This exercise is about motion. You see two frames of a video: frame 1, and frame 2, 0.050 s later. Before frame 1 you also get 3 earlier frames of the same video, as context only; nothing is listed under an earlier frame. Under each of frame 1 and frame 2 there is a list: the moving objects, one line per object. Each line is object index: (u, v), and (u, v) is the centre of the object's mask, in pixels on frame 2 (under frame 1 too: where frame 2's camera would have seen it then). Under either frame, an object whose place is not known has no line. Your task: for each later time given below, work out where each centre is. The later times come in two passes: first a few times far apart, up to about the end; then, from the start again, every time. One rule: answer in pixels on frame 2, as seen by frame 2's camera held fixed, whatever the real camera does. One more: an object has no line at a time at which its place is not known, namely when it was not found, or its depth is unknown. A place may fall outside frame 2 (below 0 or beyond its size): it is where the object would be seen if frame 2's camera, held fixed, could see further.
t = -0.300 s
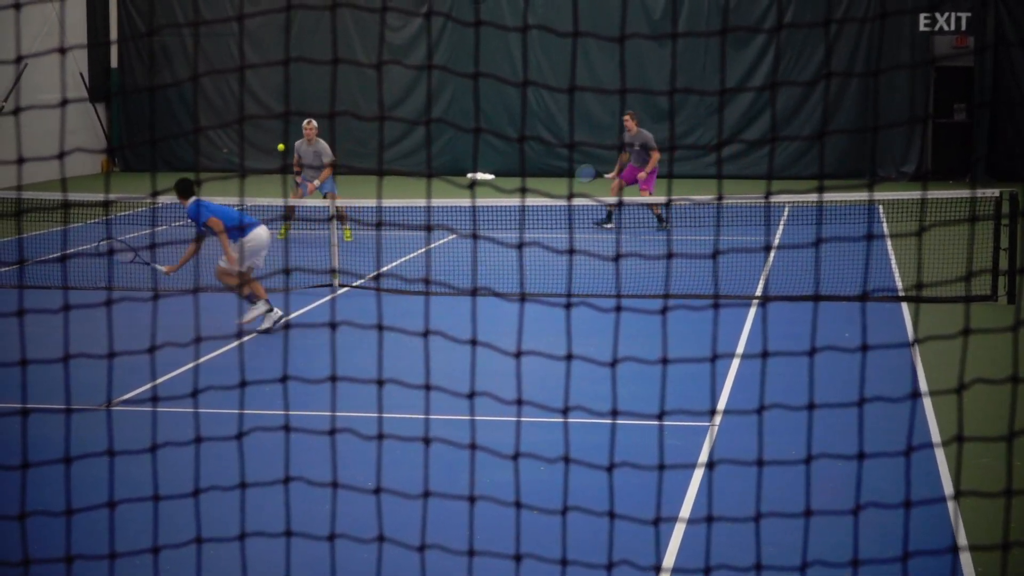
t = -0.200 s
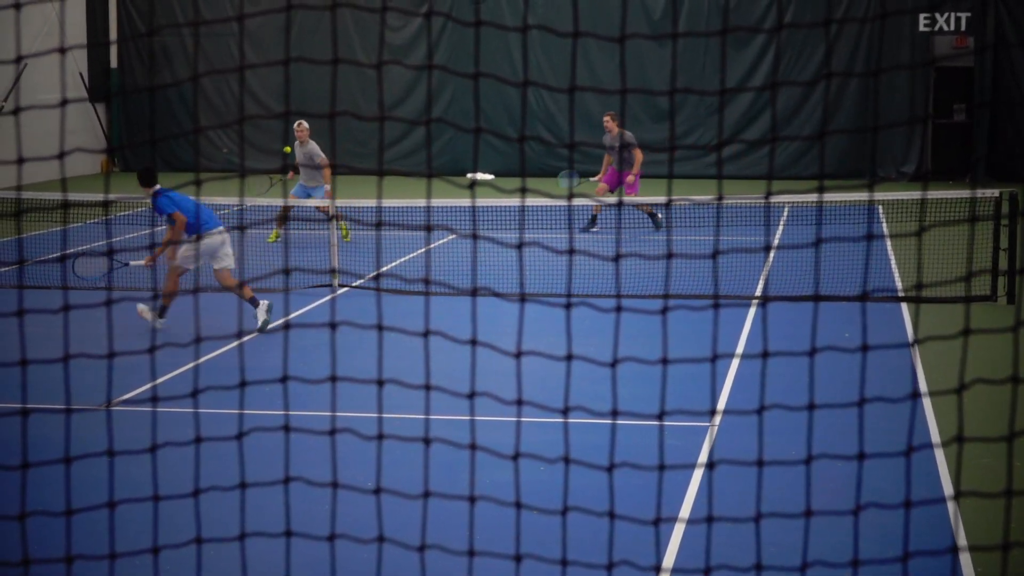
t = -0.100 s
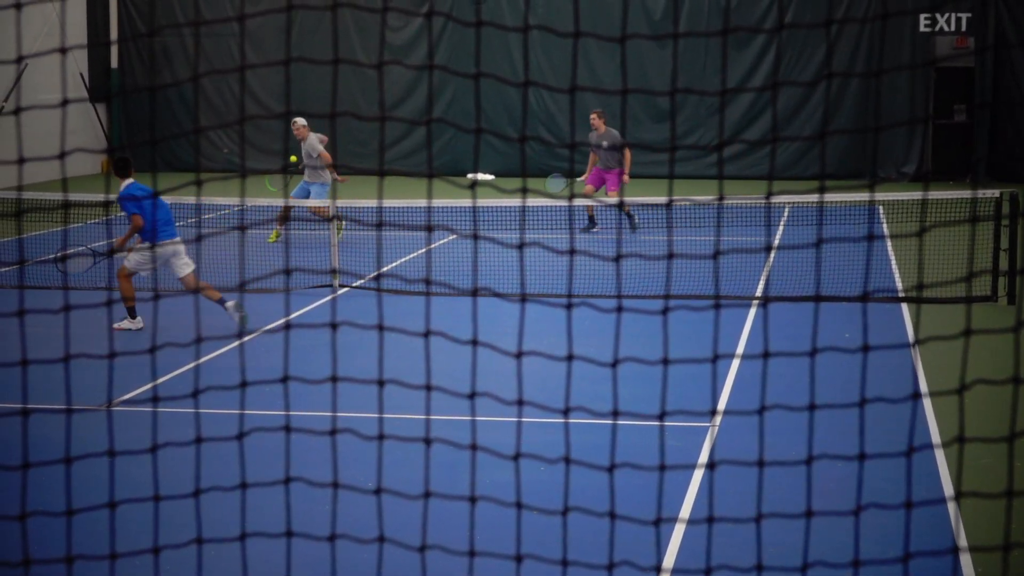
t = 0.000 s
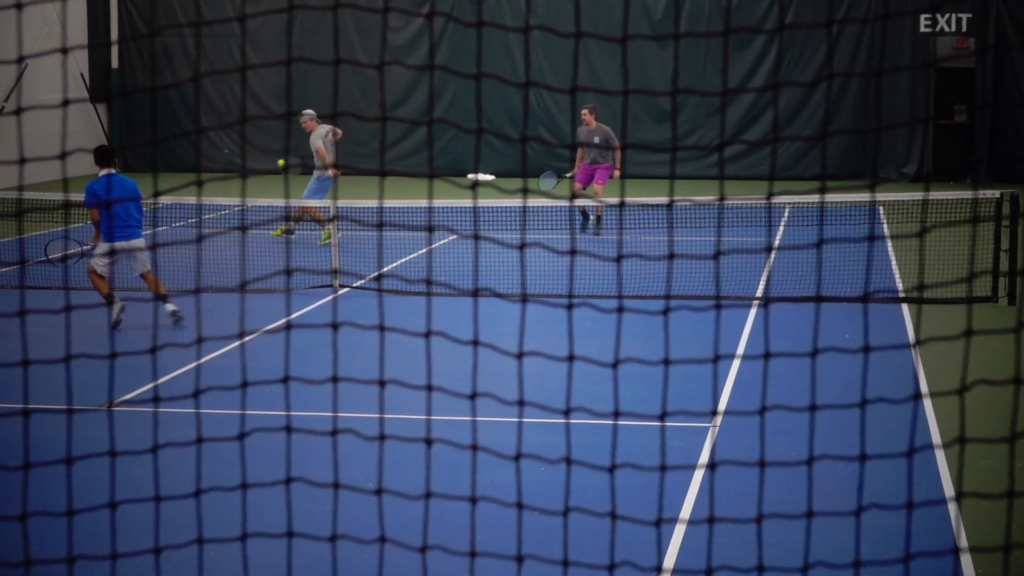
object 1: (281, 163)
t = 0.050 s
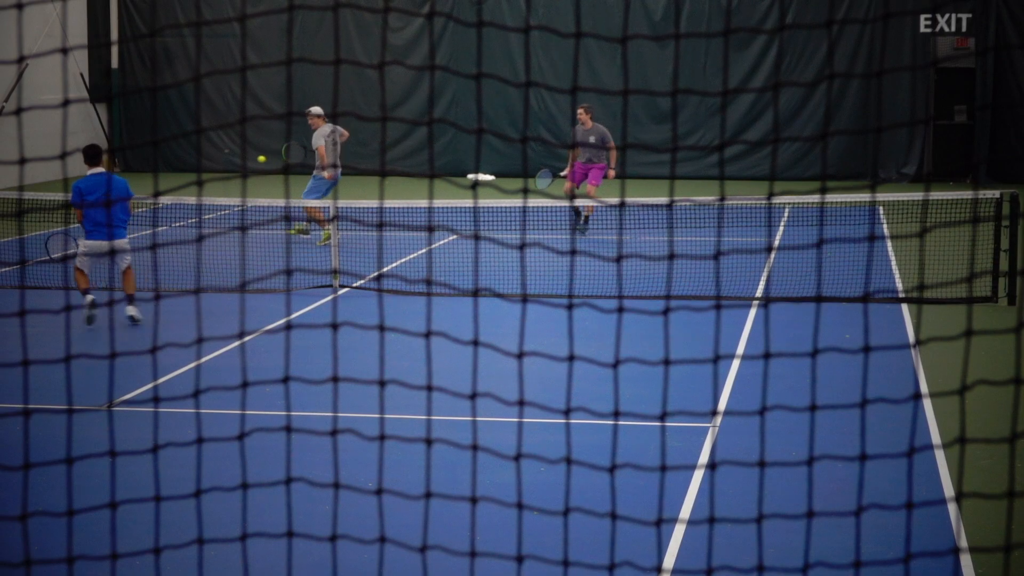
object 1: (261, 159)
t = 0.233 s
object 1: (180, 164)
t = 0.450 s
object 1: (98, 181)
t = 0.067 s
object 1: (254, 158)
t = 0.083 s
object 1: (247, 158)
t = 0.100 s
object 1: (240, 157)
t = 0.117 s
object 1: (233, 157)
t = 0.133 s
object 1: (226, 157)
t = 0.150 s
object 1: (219, 158)
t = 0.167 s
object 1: (211, 158)
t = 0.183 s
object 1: (204, 159)
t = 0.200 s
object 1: (196, 161)
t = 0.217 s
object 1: (188, 162)
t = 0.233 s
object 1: (180, 164)
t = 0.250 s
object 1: (172, 166)
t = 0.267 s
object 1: (164, 168)
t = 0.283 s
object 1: (156, 171)
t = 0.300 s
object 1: (147, 174)
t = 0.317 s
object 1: (140, 176)
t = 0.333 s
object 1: (131, 180)
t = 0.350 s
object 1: (123, 183)
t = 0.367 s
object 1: (114, 188)
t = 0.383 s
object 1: (106, 192)
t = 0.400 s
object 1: (103, 190)
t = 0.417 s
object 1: (102, 187)
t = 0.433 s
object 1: (100, 184)
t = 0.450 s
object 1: (98, 181)
